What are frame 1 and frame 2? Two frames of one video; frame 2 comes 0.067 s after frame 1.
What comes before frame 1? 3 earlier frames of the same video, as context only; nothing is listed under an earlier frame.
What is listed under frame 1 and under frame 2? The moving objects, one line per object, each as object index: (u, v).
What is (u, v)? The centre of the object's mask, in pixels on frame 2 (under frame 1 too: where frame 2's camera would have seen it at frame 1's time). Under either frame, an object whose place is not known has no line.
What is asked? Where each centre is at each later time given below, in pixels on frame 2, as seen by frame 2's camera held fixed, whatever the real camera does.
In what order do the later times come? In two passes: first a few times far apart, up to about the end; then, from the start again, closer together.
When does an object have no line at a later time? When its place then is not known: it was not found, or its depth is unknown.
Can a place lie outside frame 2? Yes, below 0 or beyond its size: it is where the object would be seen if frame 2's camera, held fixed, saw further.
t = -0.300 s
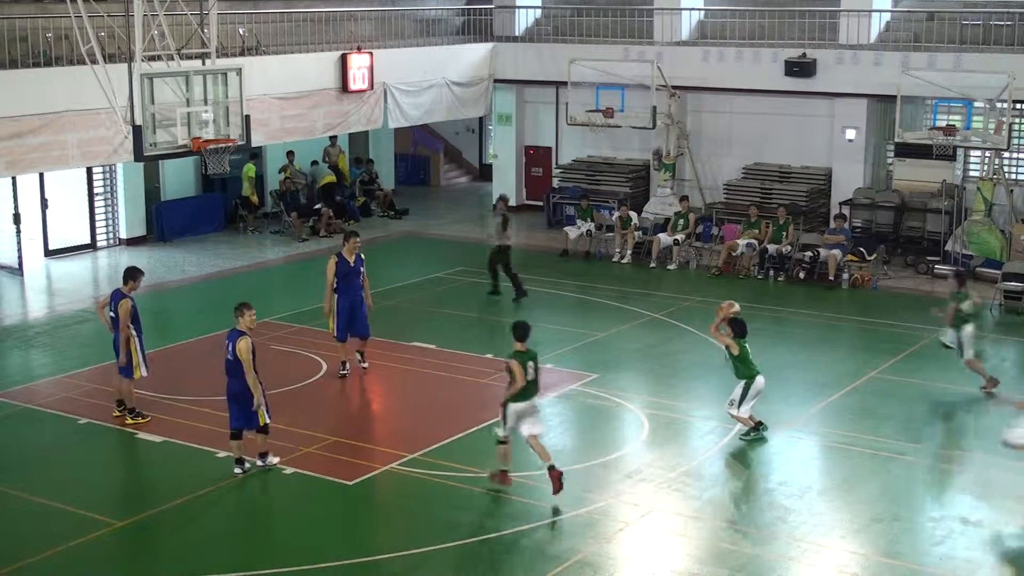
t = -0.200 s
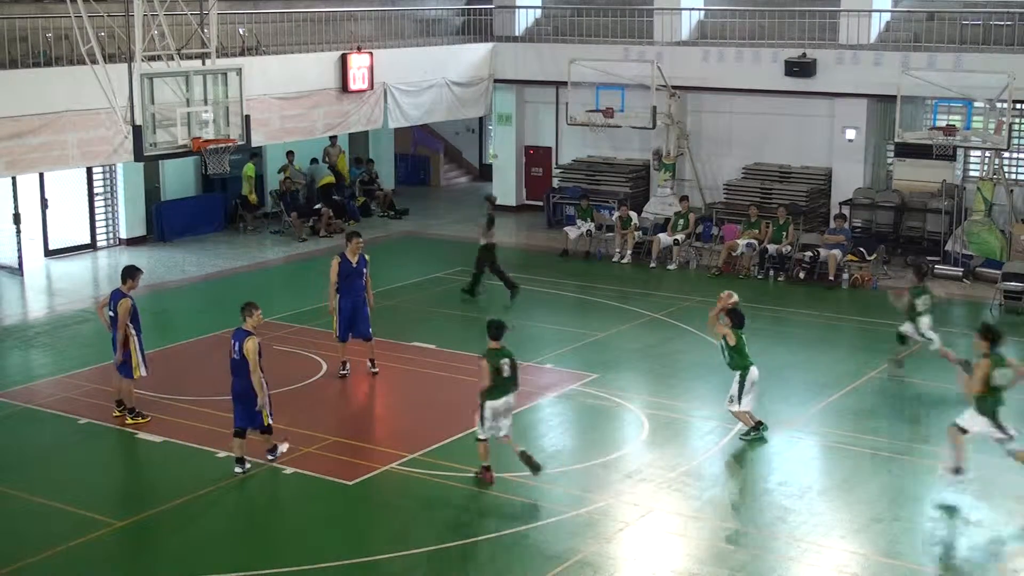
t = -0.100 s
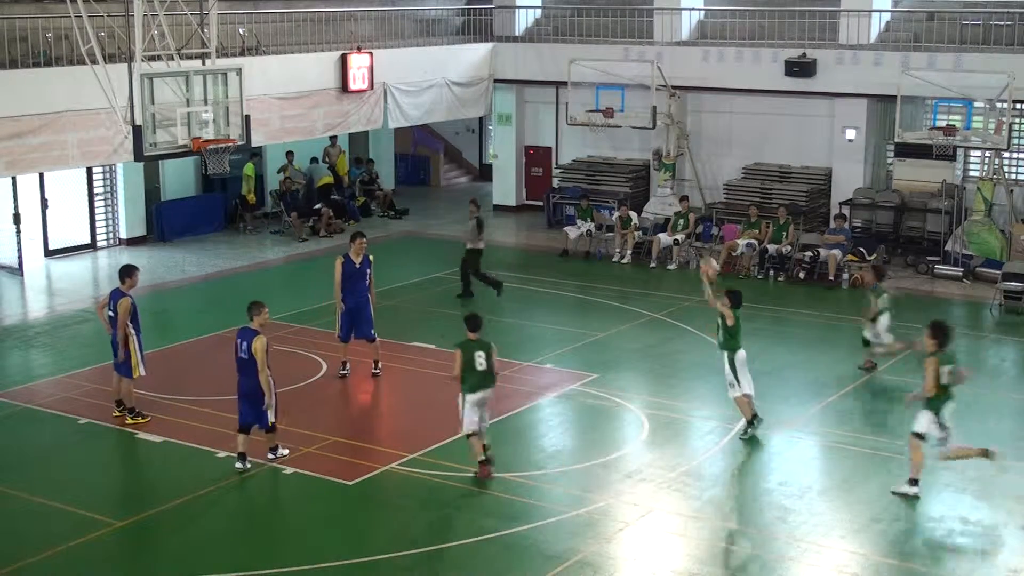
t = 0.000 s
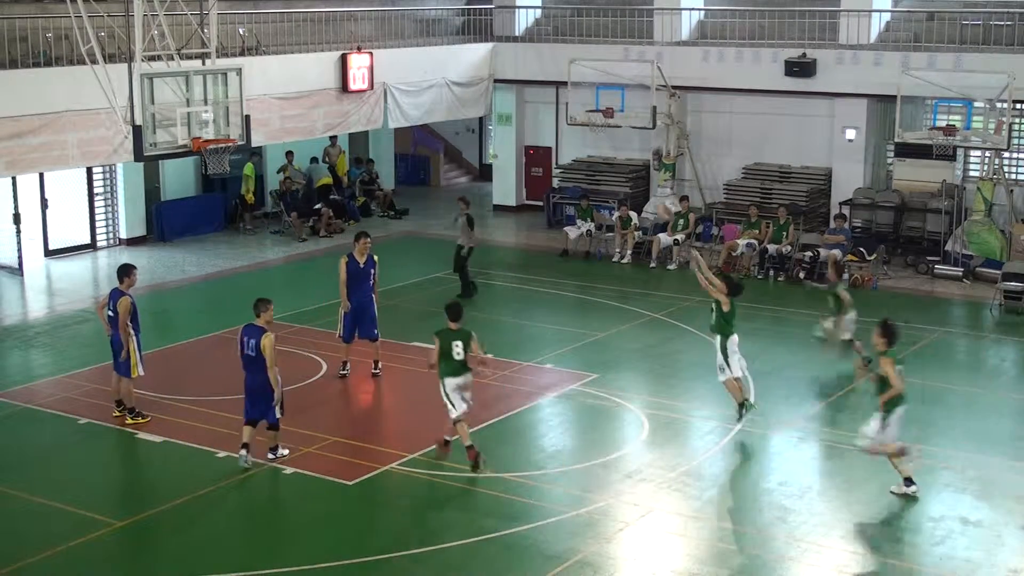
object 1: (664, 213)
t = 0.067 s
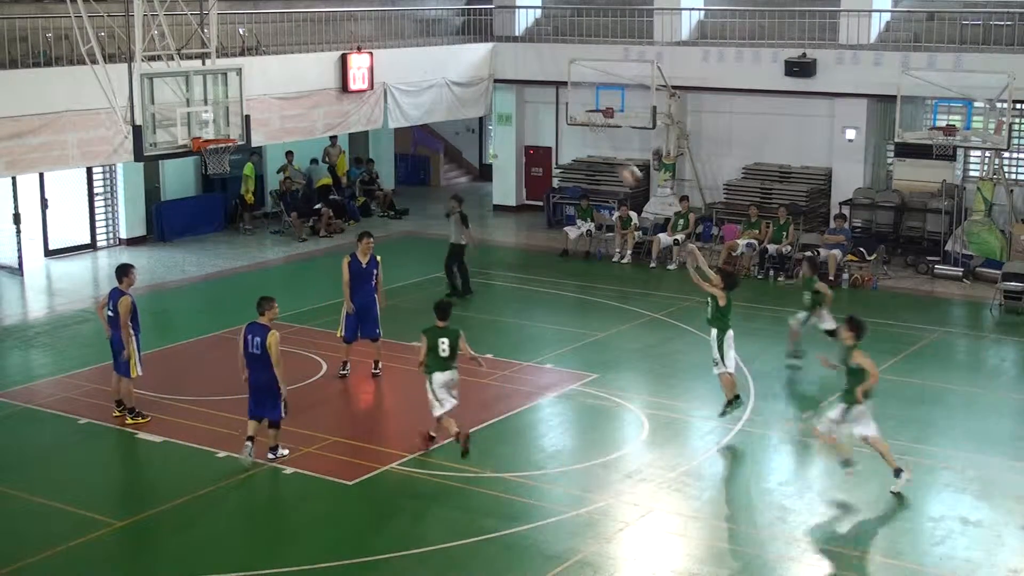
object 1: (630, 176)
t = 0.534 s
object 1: (411, 45)
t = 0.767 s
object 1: (316, 53)
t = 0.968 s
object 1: (239, 94)
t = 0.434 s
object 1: (456, 56)
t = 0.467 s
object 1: (441, 52)
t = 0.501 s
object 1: (426, 48)
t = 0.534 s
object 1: (411, 45)
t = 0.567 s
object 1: (399, 43)
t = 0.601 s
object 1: (383, 43)
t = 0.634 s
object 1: (370, 42)
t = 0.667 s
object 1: (356, 43)
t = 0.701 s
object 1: (343, 46)
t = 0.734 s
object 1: (331, 50)
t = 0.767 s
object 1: (316, 53)
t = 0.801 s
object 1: (304, 59)
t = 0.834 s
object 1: (290, 63)
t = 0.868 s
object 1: (276, 69)
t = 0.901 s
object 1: (264, 76)
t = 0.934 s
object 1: (251, 84)
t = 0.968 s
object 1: (239, 94)
